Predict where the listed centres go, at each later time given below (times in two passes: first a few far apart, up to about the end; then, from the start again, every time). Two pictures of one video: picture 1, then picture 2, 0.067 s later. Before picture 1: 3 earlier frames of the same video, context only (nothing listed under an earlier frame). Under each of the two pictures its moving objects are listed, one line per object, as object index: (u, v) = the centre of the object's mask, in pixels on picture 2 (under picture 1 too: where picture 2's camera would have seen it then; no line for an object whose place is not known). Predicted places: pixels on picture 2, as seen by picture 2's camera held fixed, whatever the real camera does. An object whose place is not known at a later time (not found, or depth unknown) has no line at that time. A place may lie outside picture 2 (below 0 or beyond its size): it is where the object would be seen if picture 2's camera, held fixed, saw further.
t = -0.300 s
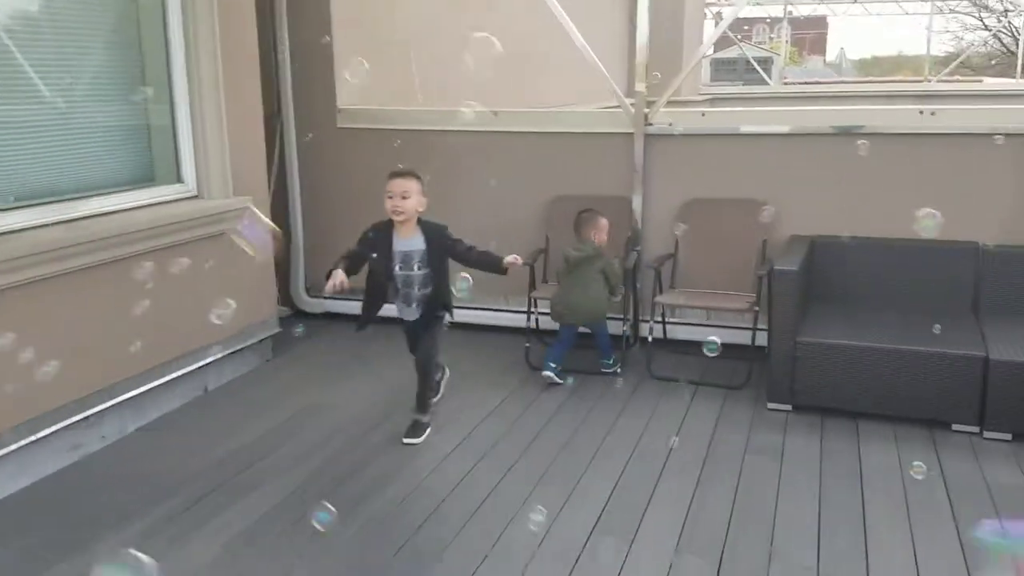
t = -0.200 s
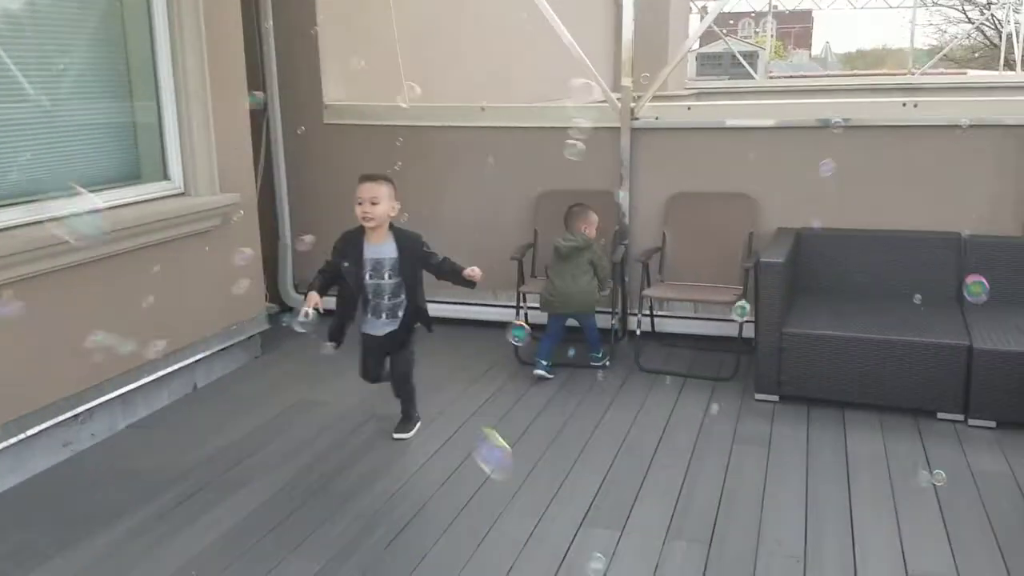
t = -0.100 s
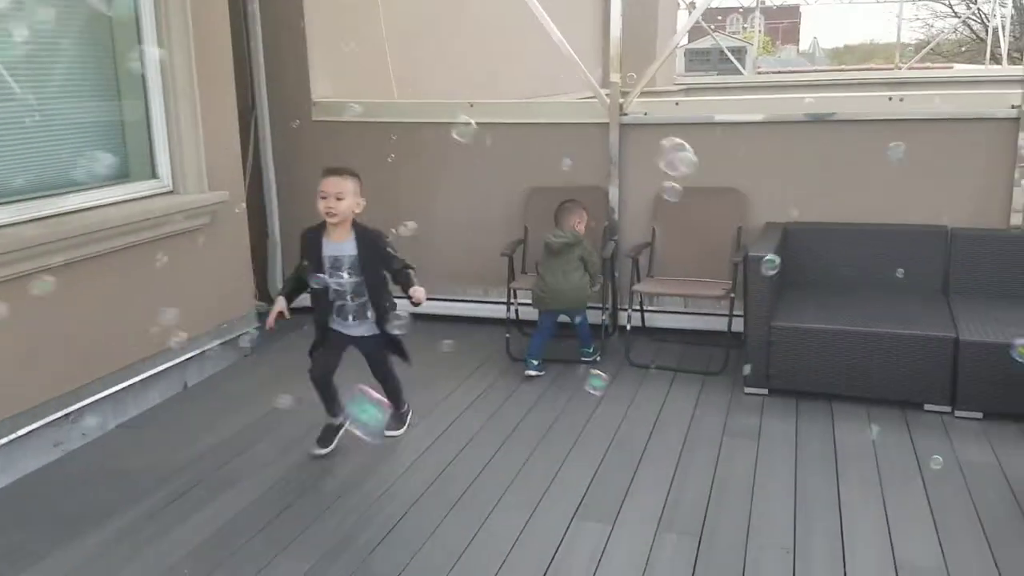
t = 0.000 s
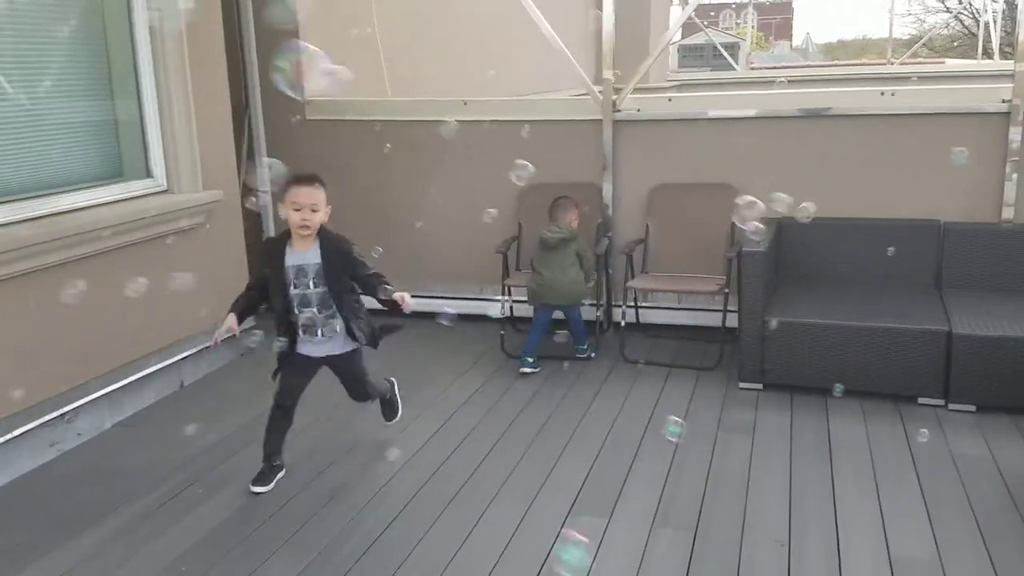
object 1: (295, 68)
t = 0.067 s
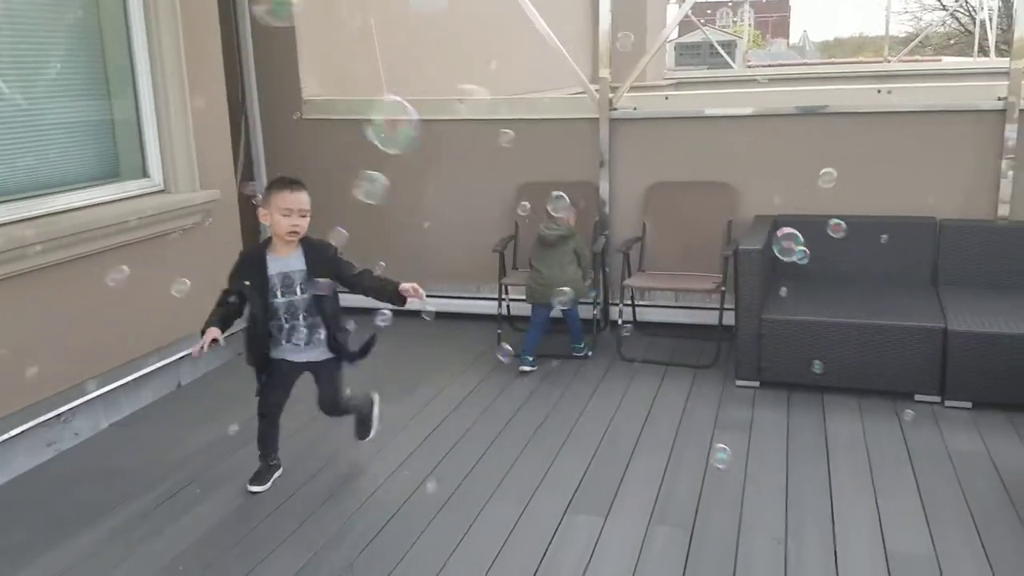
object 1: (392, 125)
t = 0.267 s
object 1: (546, 233)
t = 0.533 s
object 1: (611, 123)
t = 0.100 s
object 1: (430, 150)
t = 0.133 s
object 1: (461, 173)
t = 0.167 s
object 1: (488, 198)
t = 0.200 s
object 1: (512, 216)
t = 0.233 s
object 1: (531, 228)
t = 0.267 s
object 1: (546, 233)
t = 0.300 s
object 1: (558, 233)
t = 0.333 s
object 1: (567, 228)
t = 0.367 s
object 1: (573, 220)
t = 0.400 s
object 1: (577, 208)
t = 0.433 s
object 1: (582, 191)
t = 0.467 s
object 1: (586, 171)
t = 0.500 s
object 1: (596, 147)
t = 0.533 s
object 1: (611, 123)
